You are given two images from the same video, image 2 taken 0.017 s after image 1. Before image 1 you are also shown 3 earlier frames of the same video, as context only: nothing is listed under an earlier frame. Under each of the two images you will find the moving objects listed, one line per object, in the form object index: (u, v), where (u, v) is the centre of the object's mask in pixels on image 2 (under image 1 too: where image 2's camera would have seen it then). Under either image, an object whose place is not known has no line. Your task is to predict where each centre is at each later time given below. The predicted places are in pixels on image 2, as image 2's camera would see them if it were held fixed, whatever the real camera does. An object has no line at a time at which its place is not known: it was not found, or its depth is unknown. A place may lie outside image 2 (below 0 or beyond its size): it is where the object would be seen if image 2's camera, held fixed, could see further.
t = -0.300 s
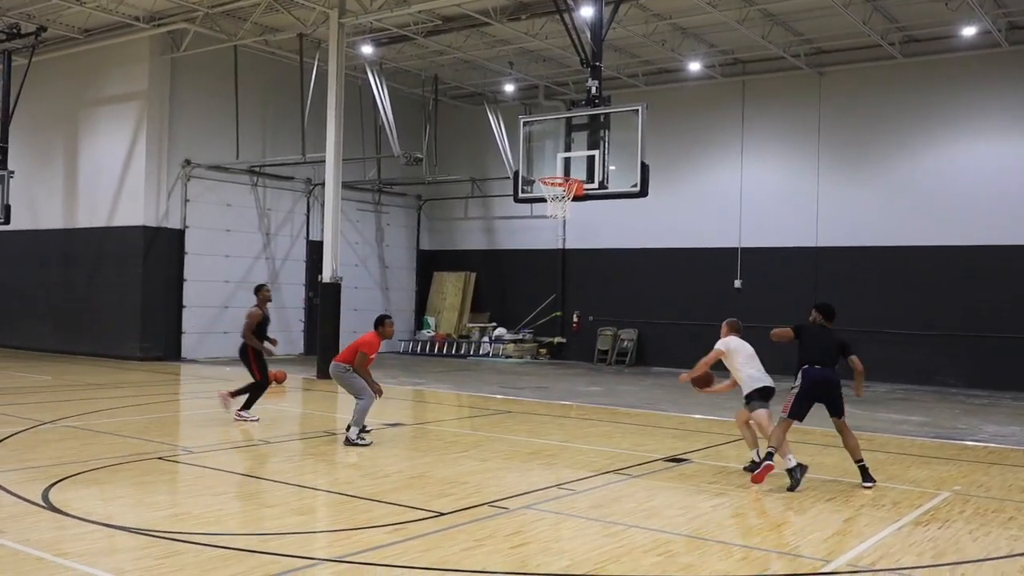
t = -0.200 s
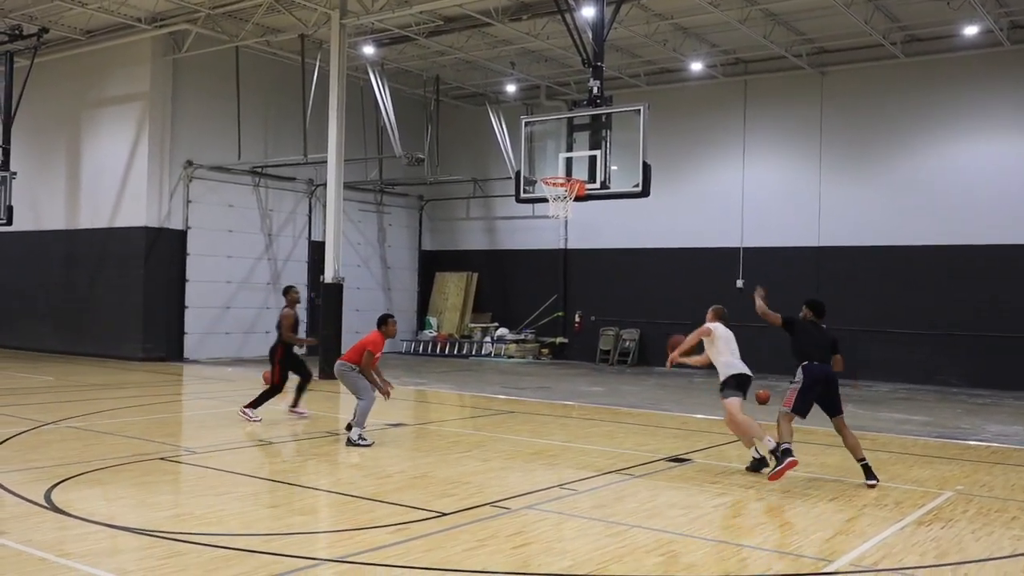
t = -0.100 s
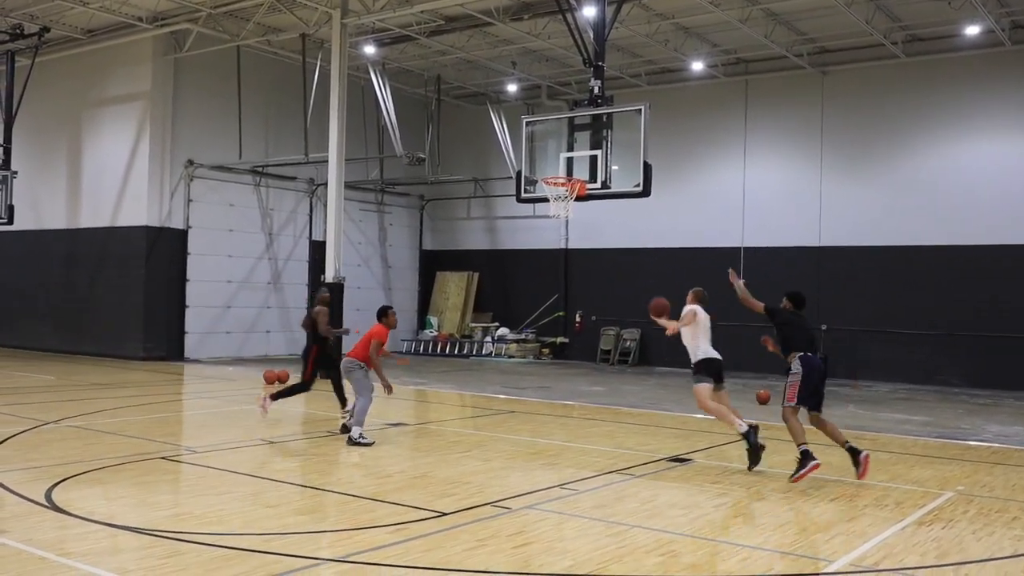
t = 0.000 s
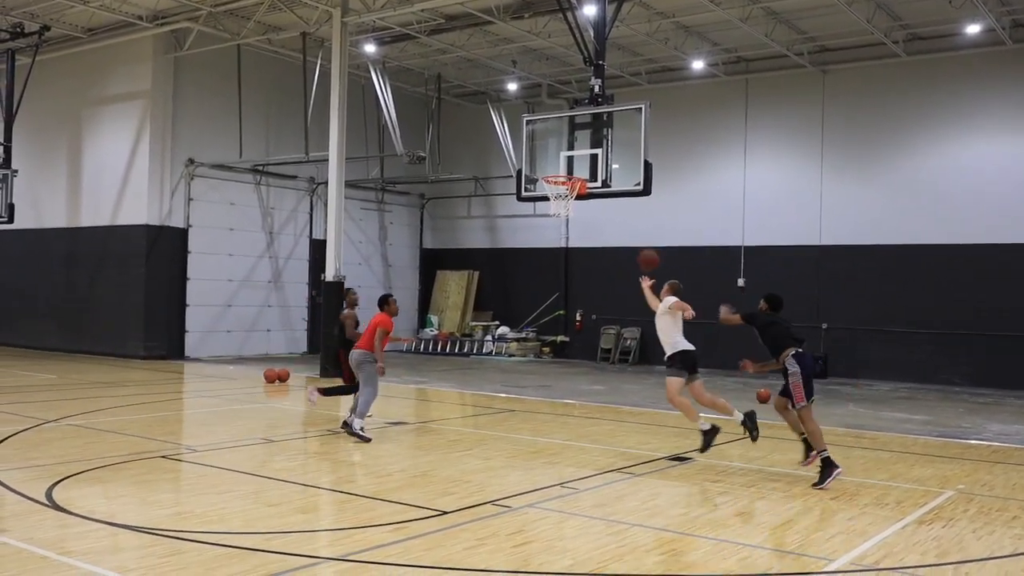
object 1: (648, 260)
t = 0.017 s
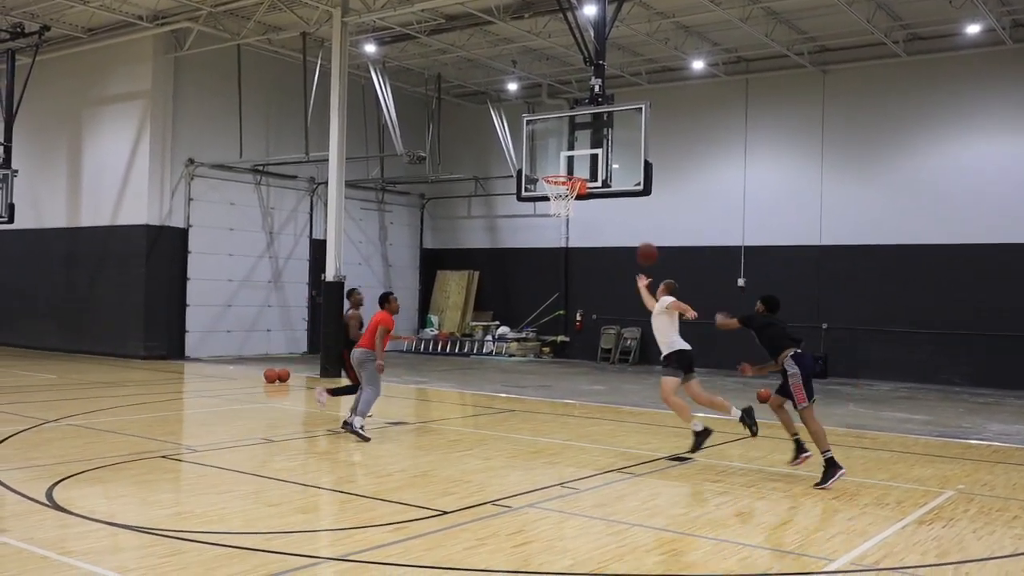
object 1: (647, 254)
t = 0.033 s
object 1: (645, 247)
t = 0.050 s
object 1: (643, 240)
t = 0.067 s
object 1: (641, 233)
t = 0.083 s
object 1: (640, 227)
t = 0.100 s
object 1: (638, 222)
